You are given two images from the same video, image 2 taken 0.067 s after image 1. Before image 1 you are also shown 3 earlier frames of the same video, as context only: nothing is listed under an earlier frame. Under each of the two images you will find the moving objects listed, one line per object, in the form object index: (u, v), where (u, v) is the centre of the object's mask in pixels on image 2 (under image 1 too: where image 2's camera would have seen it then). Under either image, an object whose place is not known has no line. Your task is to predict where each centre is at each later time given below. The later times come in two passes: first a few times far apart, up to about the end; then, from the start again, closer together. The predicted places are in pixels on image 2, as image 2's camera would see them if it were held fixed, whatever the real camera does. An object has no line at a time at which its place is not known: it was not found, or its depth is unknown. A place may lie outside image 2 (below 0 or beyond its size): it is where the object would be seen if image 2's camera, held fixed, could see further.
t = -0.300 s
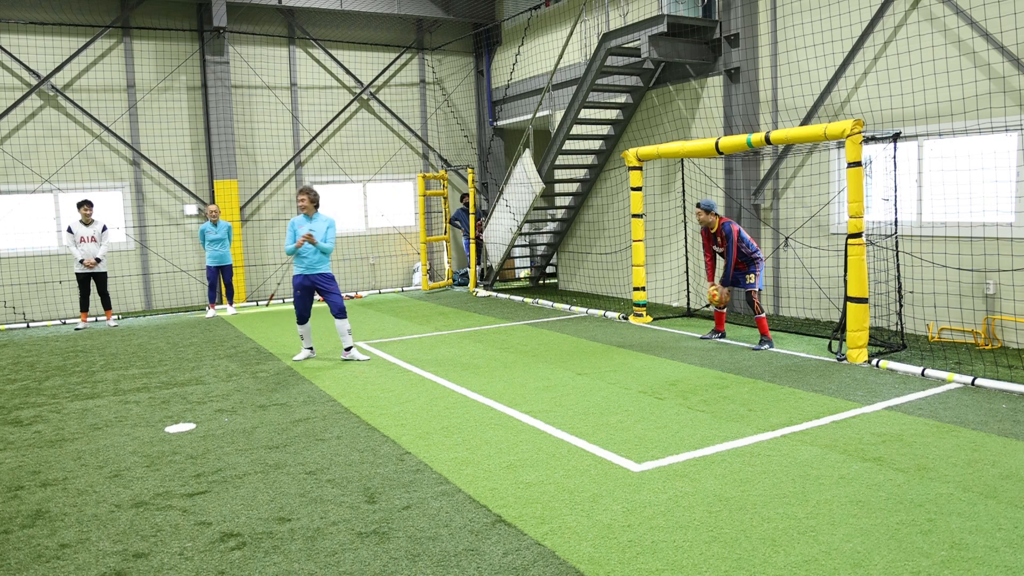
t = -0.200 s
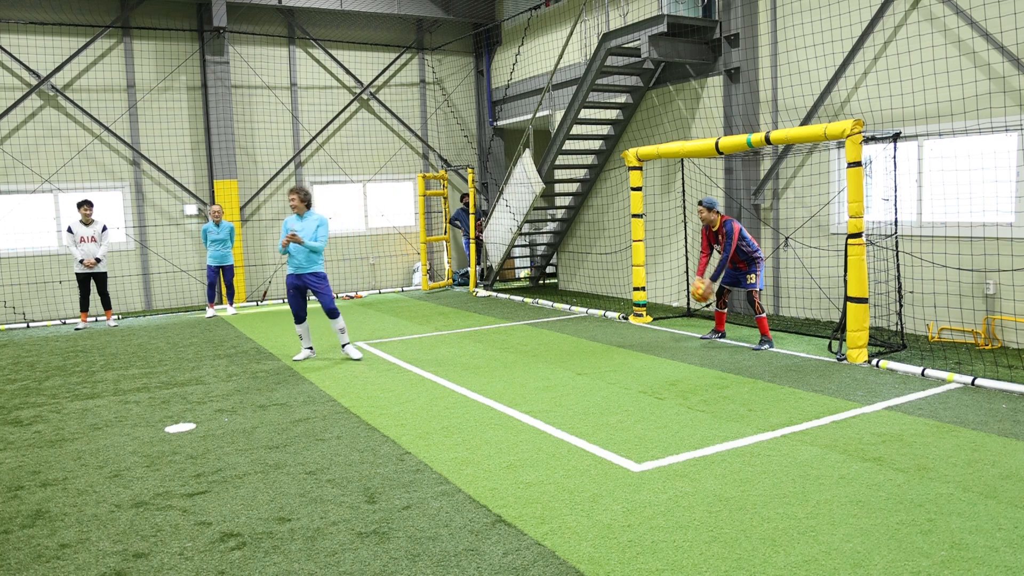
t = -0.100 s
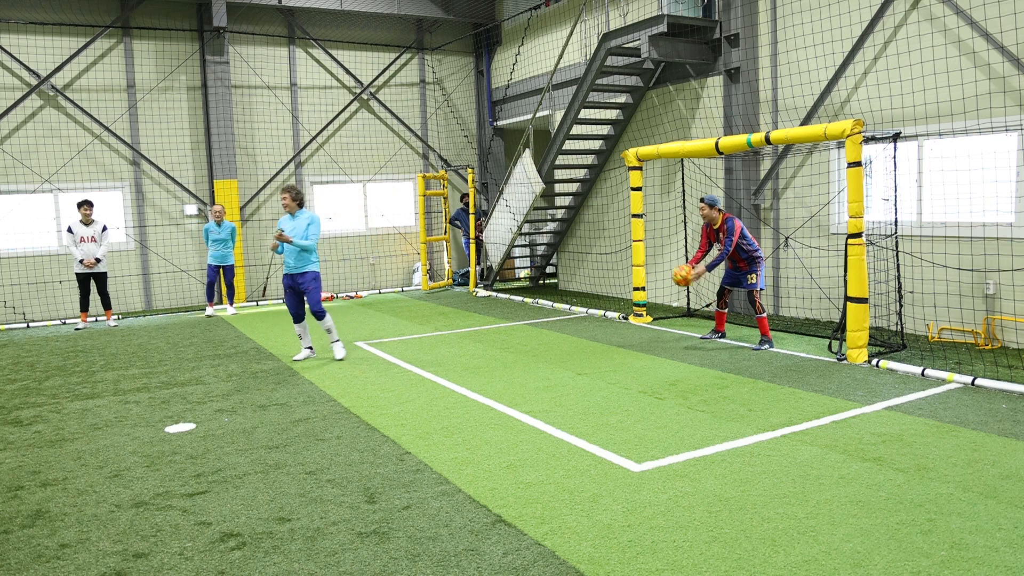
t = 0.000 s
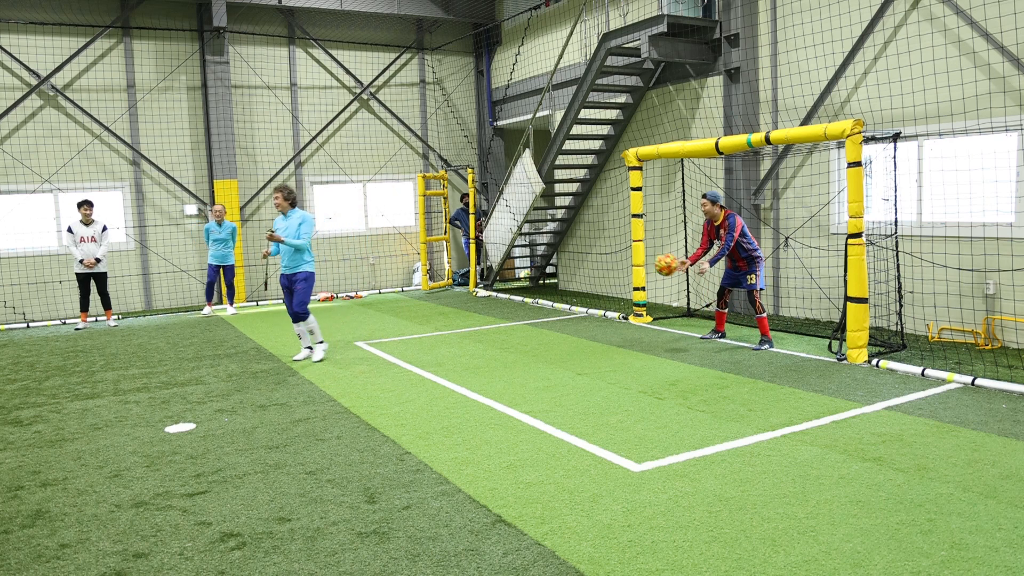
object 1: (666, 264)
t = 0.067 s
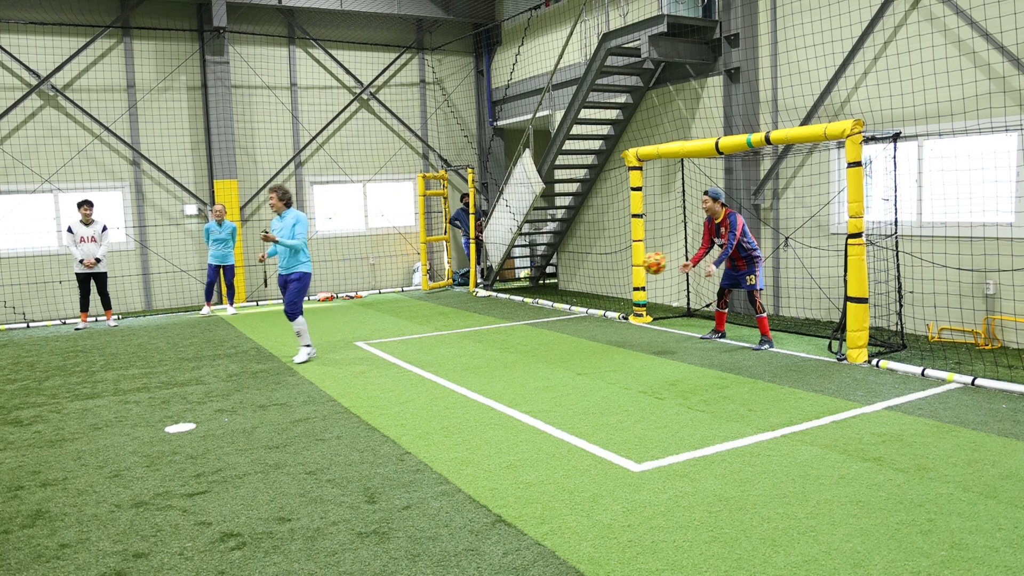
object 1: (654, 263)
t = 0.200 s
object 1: (631, 273)
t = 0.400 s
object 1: (597, 325)
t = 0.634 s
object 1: (572, 333)
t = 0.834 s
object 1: (558, 342)
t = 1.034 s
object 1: (543, 352)
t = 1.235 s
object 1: (528, 362)
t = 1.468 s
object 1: (510, 366)
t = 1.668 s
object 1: (494, 370)
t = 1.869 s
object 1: (480, 372)
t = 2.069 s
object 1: (467, 375)
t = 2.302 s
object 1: (453, 377)
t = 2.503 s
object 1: (442, 379)
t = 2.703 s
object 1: (432, 381)
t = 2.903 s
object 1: (425, 382)
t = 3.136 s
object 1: (417, 384)
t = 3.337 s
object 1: (412, 385)
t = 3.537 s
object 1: (408, 385)
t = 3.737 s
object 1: (408, 385)
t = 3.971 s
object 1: (410, 385)
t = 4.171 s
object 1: (411, 385)
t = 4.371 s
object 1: (411, 385)
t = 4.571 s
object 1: (410, 385)
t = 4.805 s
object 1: (411, 385)
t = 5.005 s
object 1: (410, 385)
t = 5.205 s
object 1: (411, 385)
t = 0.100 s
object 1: (649, 264)
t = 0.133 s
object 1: (643, 266)
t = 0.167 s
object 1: (637, 269)
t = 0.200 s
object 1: (631, 273)
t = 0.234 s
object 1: (625, 278)
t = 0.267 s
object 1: (620, 285)
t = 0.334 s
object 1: (608, 302)
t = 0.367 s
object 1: (603, 313)
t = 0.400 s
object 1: (597, 325)
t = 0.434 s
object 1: (591, 337)
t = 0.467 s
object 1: (585, 353)
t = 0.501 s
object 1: (582, 351)
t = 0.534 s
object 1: (579, 345)
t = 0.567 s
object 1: (577, 340)
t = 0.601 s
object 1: (574, 336)
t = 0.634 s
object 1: (572, 333)
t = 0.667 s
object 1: (570, 332)
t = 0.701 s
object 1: (567, 331)
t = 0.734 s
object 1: (565, 332)
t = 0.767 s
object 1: (562, 334)
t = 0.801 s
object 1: (560, 338)
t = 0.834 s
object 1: (558, 342)
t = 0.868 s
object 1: (556, 348)
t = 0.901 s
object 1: (554, 355)
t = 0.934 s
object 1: (551, 360)
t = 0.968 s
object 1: (549, 356)
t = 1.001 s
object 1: (546, 353)
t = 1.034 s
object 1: (543, 352)
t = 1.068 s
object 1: (541, 352)
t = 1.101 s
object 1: (538, 353)
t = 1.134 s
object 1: (536, 355)
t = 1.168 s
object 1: (533, 359)
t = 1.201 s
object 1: (531, 363)
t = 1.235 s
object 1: (528, 362)
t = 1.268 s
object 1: (525, 361)
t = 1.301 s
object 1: (523, 361)
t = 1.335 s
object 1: (520, 362)
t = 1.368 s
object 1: (518, 365)
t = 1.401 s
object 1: (515, 366)
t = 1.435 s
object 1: (512, 365)
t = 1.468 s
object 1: (510, 366)
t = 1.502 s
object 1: (507, 368)
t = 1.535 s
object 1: (504, 368)
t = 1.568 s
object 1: (502, 368)
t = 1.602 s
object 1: (499, 369)
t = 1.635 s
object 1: (497, 369)
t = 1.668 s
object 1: (494, 370)
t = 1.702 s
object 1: (491, 370)
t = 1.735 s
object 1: (489, 371)
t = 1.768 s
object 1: (487, 371)
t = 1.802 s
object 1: (484, 371)
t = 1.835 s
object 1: (482, 372)
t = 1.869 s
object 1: (480, 372)
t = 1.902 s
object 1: (478, 373)
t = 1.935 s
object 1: (476, 373)
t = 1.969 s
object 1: (473, 373)
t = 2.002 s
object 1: (471, 374)
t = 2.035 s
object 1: (469, 374)
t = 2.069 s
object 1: (467, 375)
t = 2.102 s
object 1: (465, 375)
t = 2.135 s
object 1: (463, 375)
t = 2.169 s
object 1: (461, 376)
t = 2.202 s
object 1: (459, 376)
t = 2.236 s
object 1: (457, 376)
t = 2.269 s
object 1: (455, 377)
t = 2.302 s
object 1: (453, 377)
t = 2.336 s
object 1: (451, 377)
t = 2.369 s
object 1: (449, 378)
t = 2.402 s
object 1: (448, 378)
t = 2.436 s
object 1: (446, 379)
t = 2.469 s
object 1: (444, 379)
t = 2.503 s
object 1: (442, 379)
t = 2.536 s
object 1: (441, 379)
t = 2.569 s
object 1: (439, 380)
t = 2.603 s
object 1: (437, 380)
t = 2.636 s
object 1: (436, 380)
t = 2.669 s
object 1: (434, 380)
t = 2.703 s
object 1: (432, 381)
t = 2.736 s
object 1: (431, 381)
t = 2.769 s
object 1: (430, 381)
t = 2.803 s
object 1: (428, 382)
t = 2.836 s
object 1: (427, 382)
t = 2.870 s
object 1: (425, 382)
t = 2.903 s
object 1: (425, 382)
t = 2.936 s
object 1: (423, 383)
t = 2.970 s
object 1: (422, 383)
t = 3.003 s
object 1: (421, 383)
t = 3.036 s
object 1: (420, 383)
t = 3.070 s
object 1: (419, 383)
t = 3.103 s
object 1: (418, 384)
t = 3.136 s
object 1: (417, 384)
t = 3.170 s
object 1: (416, 384)
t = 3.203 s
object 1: (415, 384)
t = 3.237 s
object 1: (414, 384)
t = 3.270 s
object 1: (413, 384)
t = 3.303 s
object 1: (412, 384)
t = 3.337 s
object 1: (412, 385)
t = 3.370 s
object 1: (411, 385)
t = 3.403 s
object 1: (410, 385)
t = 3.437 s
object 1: (410, 385)
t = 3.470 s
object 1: (409, 385)
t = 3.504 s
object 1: (409, 385)
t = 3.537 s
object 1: (408, 385)
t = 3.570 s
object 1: (408, 385)
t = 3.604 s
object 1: (408, 385)
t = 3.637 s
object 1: (408, 385)
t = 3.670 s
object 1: (408, 385)
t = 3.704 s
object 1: (408, 385)
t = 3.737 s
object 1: (408, 385)
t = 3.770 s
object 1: (409, 385)
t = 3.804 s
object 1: (409, 385)
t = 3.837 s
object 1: (409, 385)
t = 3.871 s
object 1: (409, 385)
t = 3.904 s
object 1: (409, 385)
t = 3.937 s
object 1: (410, 385)
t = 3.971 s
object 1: (410, 385)
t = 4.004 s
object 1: (410, 385)
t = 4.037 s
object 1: (410, 385)
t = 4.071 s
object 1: (411, 385)
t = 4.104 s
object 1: (411, 385)
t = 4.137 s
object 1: (411, 385)
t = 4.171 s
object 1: (411, 385)
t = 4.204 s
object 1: (411, 385)
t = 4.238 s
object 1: (411, 385)
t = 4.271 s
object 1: (411, 385)
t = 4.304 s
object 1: (411, 385)
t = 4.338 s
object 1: (411, 385)
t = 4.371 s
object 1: (411, 385)
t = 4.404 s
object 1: (411, 385)
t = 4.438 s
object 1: (410, 385)
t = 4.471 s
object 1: (410, 385)
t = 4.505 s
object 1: (410, 385)
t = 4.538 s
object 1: (410, 385)
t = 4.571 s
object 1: (410, 385)
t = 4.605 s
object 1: (411, 385)
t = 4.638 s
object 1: (410, 385)
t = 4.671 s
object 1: (411, 385)
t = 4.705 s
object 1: (411, 385)
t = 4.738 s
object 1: (411, 385)
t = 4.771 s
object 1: (411, 385)
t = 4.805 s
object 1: (411, 385)
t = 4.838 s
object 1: (411, 385)
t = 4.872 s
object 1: (411, 385)
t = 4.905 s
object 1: (410, 385)
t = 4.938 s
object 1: (410, 385)
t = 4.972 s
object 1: (410, 385)
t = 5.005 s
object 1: (410, 385)
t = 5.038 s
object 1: (411, 385)
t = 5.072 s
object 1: (410, 385)
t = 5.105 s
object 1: (410, 385)
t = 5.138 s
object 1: (410, 385)
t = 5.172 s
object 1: (410, 385)
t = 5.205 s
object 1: (411, 385)
